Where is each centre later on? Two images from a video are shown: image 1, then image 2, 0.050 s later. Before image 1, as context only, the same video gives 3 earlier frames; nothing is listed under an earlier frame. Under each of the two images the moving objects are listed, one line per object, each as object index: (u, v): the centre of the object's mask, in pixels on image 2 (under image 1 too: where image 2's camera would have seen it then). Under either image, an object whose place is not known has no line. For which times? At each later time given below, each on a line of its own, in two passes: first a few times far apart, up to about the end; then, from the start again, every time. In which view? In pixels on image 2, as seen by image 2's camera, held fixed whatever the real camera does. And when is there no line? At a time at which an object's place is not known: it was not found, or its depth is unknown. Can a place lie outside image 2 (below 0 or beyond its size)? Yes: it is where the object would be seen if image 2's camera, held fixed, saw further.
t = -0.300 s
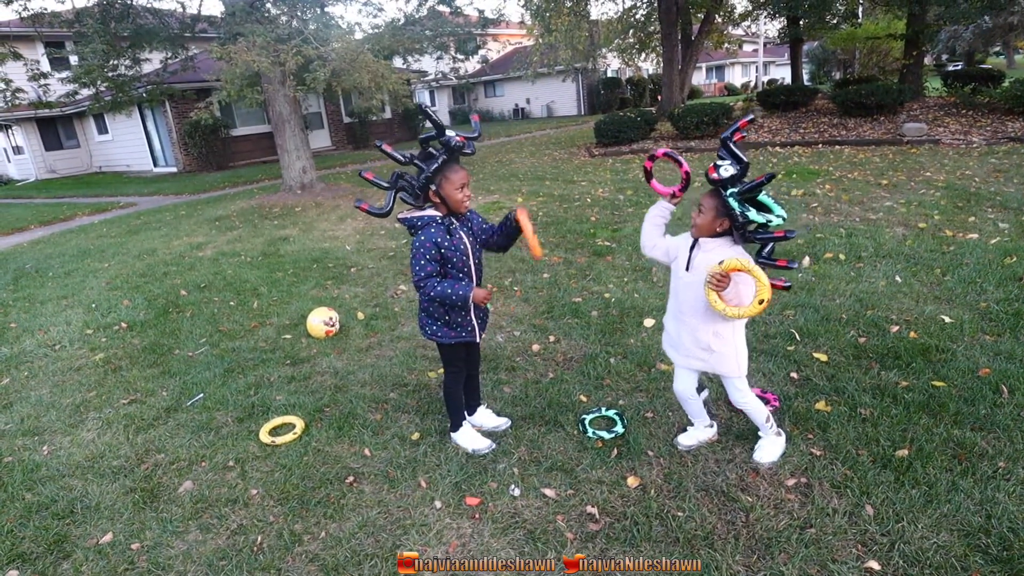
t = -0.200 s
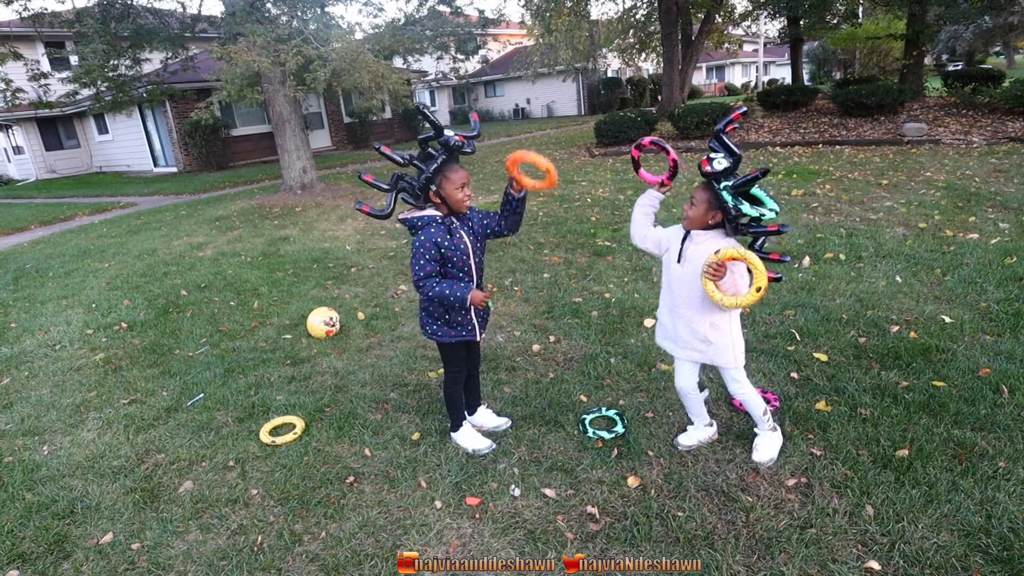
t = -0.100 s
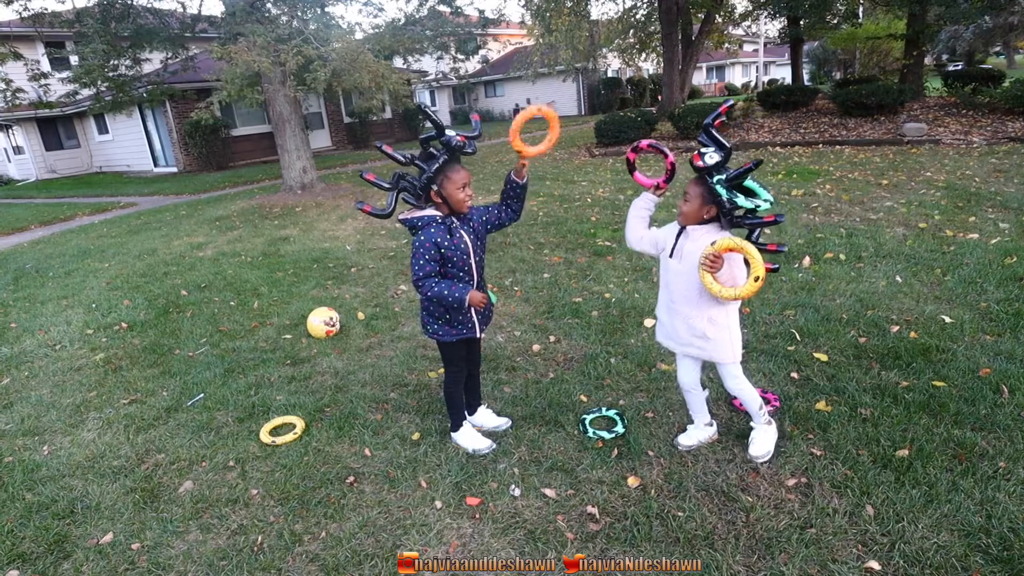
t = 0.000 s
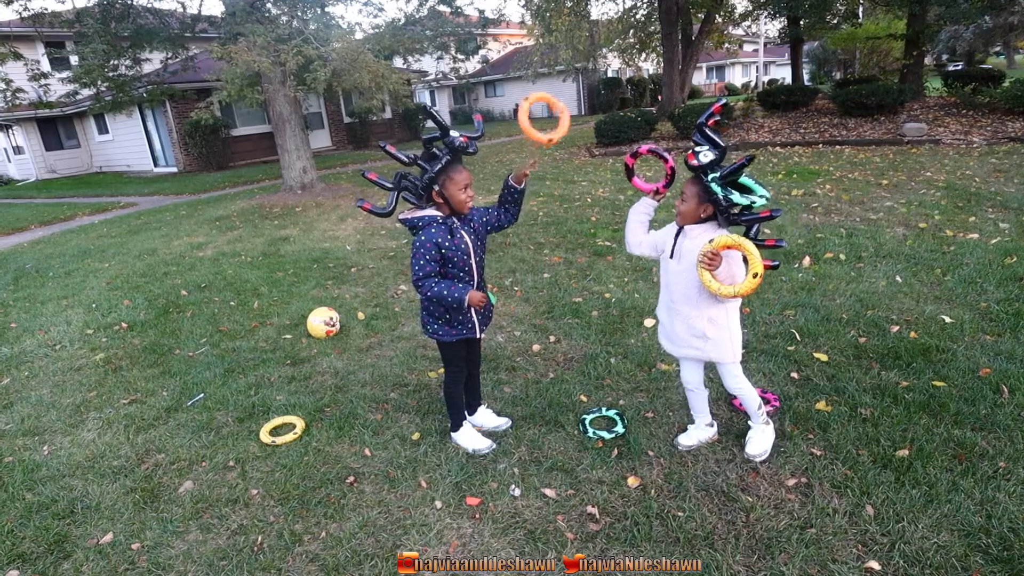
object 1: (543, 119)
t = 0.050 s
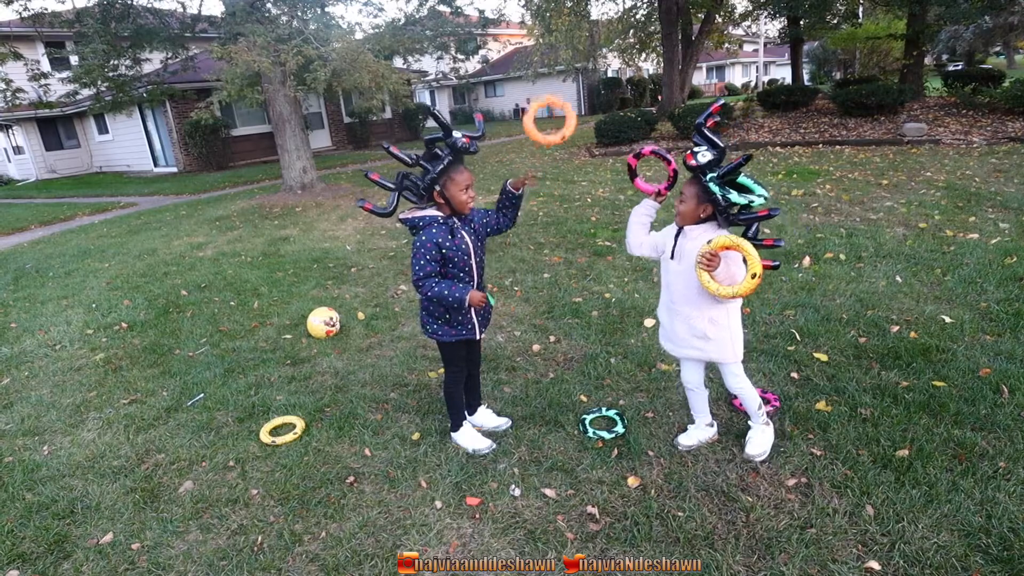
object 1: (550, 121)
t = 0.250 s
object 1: (573, 185)
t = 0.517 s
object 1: (595, 364)
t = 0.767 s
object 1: (583, 345)
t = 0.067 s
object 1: (552, 123)
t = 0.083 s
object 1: (554, 126)
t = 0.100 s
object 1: (556, 129)
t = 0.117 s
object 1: (558, 133)
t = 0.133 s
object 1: (560, 137)
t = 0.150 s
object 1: (562, 143)
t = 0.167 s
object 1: (564, 148)
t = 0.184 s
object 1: (566, 154)
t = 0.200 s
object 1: (568, 162)
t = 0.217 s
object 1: (570, 169)
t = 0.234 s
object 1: (572, 177)
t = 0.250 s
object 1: (573, 185)
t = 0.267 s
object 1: (575, 194)
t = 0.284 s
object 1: (577, 203)
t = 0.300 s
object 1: (579, 213)
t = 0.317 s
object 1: (580, 223)
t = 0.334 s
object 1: (581, 233)
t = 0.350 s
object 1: (583, 244)
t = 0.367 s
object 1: (584, 255)
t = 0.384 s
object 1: (585, 267)
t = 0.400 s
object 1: (586, 278)
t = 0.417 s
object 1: (587, 290)
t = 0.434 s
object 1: (589, 302)
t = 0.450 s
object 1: (590, 314)
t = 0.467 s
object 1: (591, 326)
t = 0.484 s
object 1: (592, 339)
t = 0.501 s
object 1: (593, 351)
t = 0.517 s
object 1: (595, 364)
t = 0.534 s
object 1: (595, 376)
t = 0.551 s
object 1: (595, 381)
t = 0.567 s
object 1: (594, 376)
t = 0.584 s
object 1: (593, 370)
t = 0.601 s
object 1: (592, 365)
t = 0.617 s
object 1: (591, 361)
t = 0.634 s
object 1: (590, 357)
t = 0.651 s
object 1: (589, 354)
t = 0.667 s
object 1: (588, 351)
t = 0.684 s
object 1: (587, 349)
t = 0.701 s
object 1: (587, 347)
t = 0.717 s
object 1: (585, 346)
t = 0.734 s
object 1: (585, 345)
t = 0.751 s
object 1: (584, 345)
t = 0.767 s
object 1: (583, 345)
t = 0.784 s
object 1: (583, 345)
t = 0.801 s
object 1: (582, 346)
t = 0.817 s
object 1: (581, 348)
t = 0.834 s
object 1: (581, 350)
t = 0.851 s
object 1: (580, 353)
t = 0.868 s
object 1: (580, 356)
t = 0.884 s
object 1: (579, 358)
